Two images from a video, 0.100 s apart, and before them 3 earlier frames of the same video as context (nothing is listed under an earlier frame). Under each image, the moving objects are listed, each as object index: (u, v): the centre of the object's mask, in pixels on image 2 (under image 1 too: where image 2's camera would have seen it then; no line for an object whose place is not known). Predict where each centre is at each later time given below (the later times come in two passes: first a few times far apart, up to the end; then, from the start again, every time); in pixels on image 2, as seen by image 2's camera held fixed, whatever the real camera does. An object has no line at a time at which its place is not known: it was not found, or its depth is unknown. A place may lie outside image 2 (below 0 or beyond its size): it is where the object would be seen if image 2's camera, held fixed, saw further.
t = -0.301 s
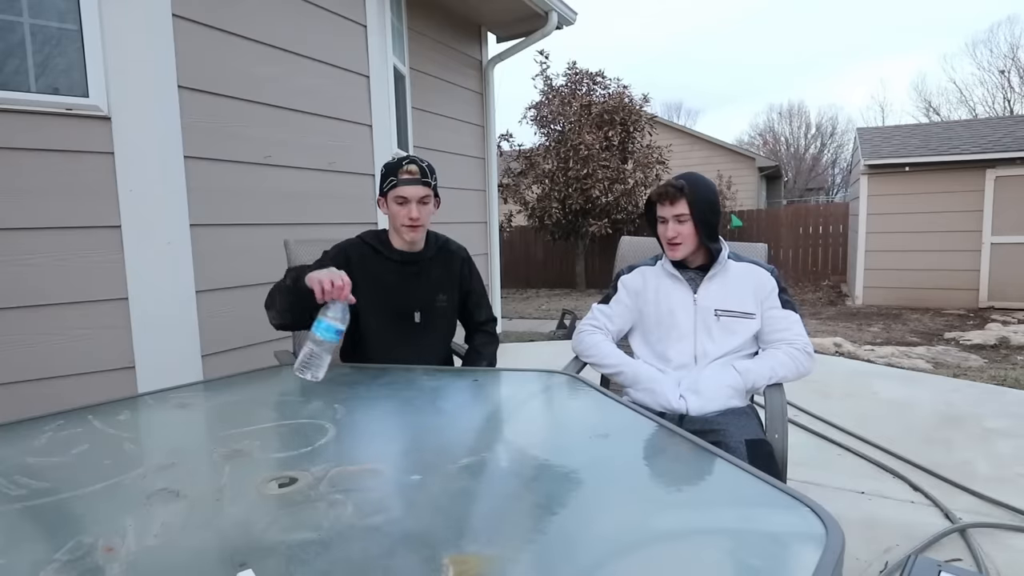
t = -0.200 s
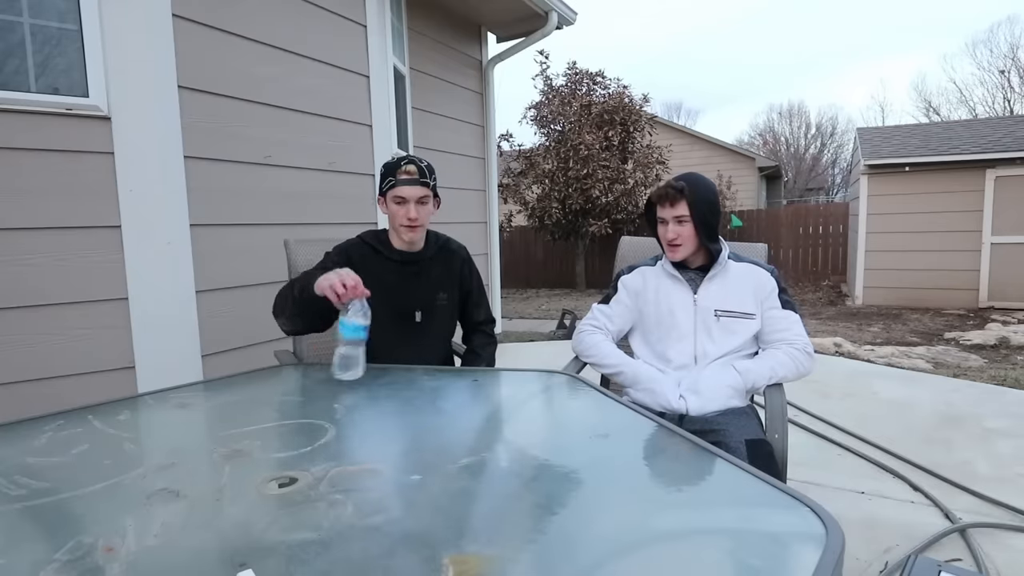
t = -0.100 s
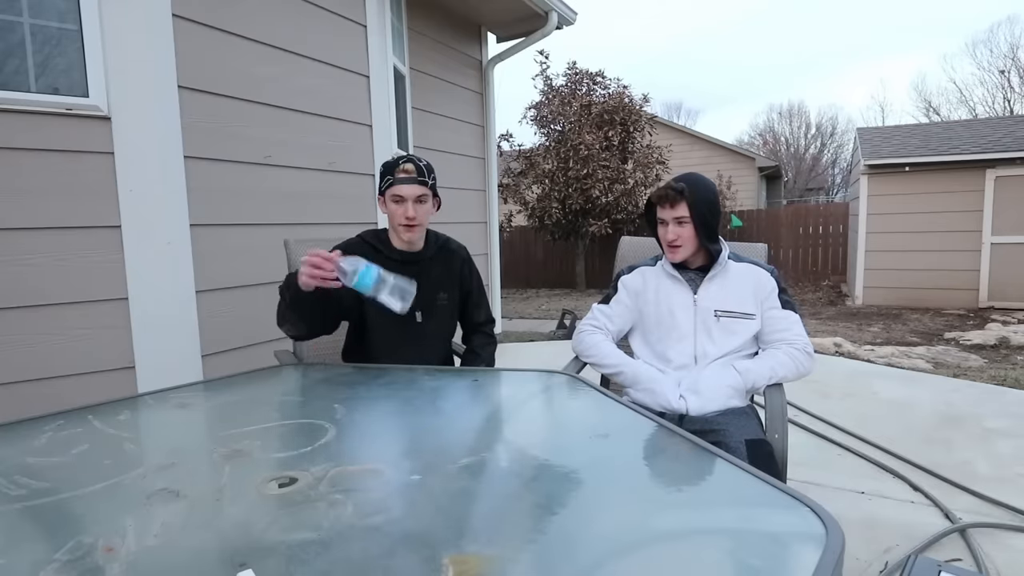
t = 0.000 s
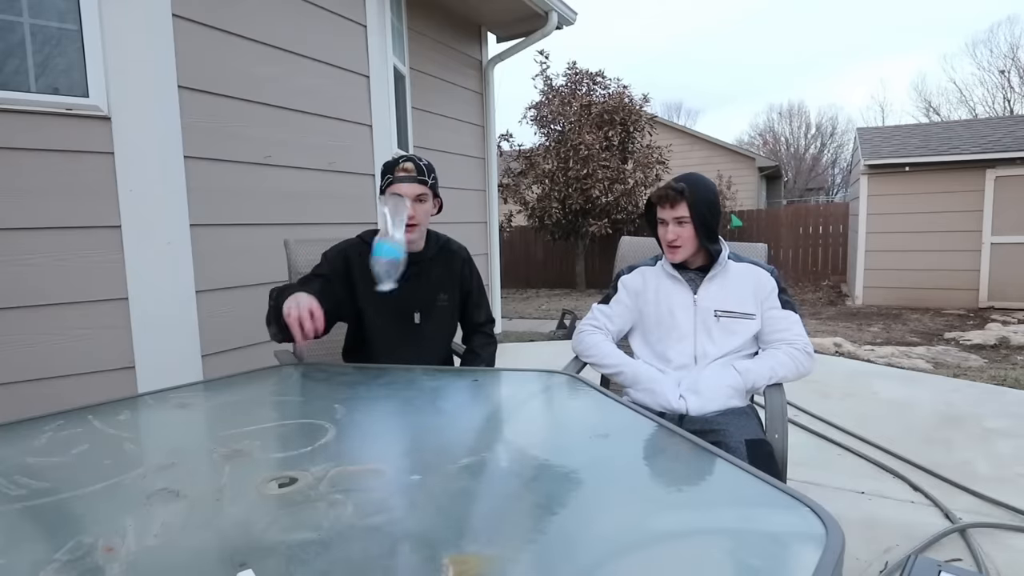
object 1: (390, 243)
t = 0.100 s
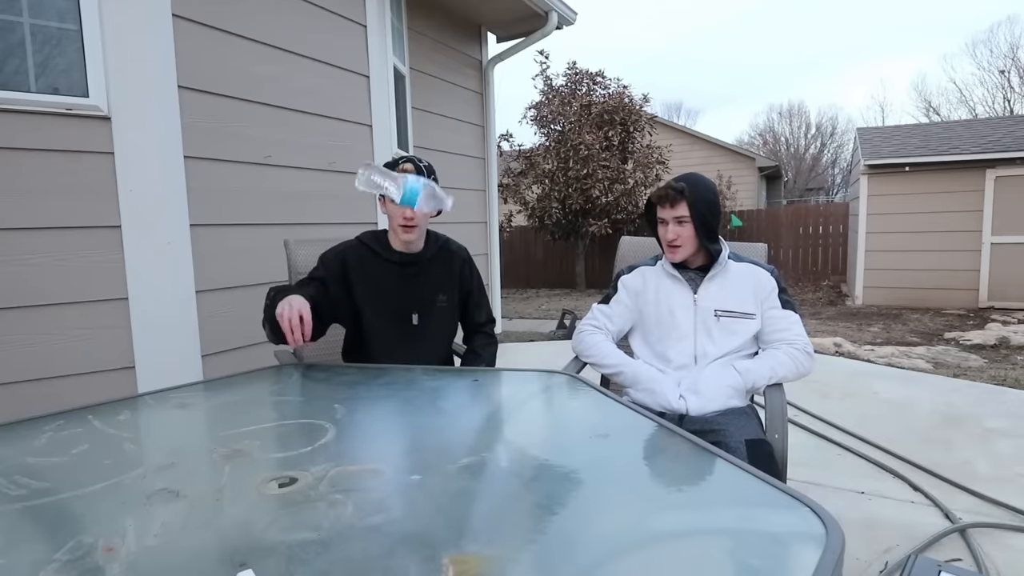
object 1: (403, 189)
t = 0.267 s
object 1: (391, 228)
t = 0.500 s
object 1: (376, 366)
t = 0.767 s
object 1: (366, 416)
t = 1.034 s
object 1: (345, 422)
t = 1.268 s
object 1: (327, 426)
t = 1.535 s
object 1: (323, 427)
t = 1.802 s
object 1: (334, 425)
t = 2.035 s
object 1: (341, 423)
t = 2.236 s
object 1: (345, 422)
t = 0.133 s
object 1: (401, 183)
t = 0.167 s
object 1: (397, 184)
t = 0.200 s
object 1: (396, 192)
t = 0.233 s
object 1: (393, 207)
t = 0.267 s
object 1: (391, 228)
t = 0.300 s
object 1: (388, 255)
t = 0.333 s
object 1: (386, 288)
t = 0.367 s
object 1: (386, 327)
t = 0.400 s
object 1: (386, 364)
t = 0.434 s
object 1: (385, 363)
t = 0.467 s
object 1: (380, 364)
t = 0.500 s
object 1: (376, 366)
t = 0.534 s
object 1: (374, 367)
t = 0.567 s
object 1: (371, 369)
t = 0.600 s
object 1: (369, 372)
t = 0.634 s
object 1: (368, 375)
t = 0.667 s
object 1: (368, 380)
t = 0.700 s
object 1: (368, 388)
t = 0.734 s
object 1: (368, 403)
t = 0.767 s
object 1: (366, 416)
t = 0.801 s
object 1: (363, 418)
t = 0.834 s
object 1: (360, 418)
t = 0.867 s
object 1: (358, 419)
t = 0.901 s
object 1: (356, 419)
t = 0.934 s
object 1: (353, 420)
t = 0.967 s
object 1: (350, 420)
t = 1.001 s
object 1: (348, 421)
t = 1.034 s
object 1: (345, 422)
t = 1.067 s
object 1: (342, 422)
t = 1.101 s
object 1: (340, 423)
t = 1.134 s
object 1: (337, 424)
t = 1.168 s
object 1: (334, 425)
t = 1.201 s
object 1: (331, 425)
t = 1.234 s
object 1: (329, 426)
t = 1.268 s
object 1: (327, 426)
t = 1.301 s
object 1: (324, 426)
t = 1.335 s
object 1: (322, 427)
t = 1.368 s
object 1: (321, 427)
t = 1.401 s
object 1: (321, 427)
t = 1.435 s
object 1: (321, 427)
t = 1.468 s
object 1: (321, 427)
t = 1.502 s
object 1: (321, 427)
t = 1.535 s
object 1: (323, 427)
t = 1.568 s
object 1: (324, 427)
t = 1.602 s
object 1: (326, 426)
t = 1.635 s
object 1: (327, 426)
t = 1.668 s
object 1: (328, 426)
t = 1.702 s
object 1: (330, 425)
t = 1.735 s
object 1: (331, 425)
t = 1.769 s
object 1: (332, 425)
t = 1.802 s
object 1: (334, 425)
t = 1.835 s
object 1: (335, 424)
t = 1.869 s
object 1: (336, 424)
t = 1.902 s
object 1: (336, 424)
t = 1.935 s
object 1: (337, 424)
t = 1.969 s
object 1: (338, 424)
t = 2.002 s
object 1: (339, 423)
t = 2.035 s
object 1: (341, 423)
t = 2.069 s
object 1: (342, 423)
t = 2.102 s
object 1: (342, 423)
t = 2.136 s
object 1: (341, 423)
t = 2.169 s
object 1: (342, 423)
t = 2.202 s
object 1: (344, 423)
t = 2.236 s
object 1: (345, 422)
